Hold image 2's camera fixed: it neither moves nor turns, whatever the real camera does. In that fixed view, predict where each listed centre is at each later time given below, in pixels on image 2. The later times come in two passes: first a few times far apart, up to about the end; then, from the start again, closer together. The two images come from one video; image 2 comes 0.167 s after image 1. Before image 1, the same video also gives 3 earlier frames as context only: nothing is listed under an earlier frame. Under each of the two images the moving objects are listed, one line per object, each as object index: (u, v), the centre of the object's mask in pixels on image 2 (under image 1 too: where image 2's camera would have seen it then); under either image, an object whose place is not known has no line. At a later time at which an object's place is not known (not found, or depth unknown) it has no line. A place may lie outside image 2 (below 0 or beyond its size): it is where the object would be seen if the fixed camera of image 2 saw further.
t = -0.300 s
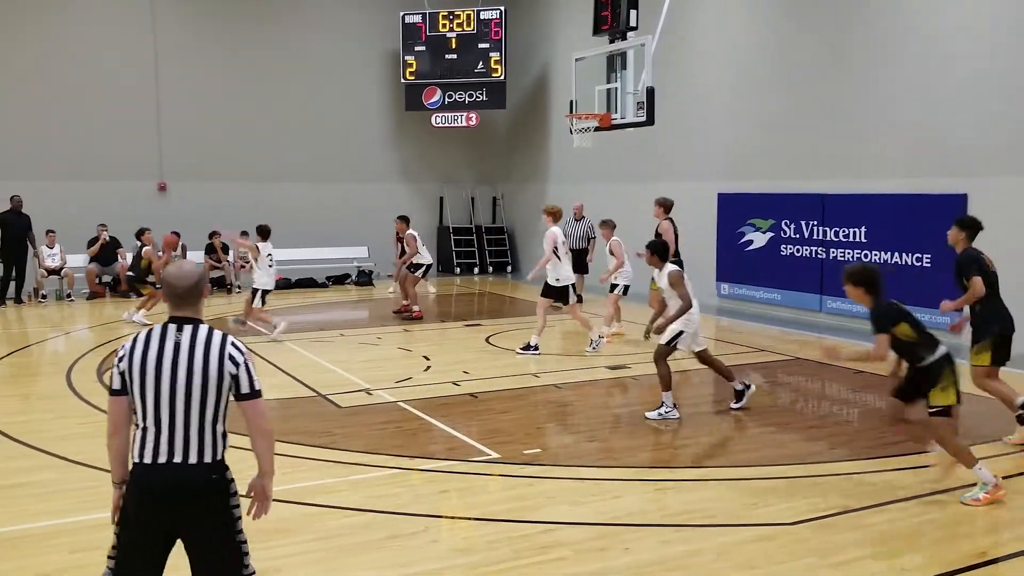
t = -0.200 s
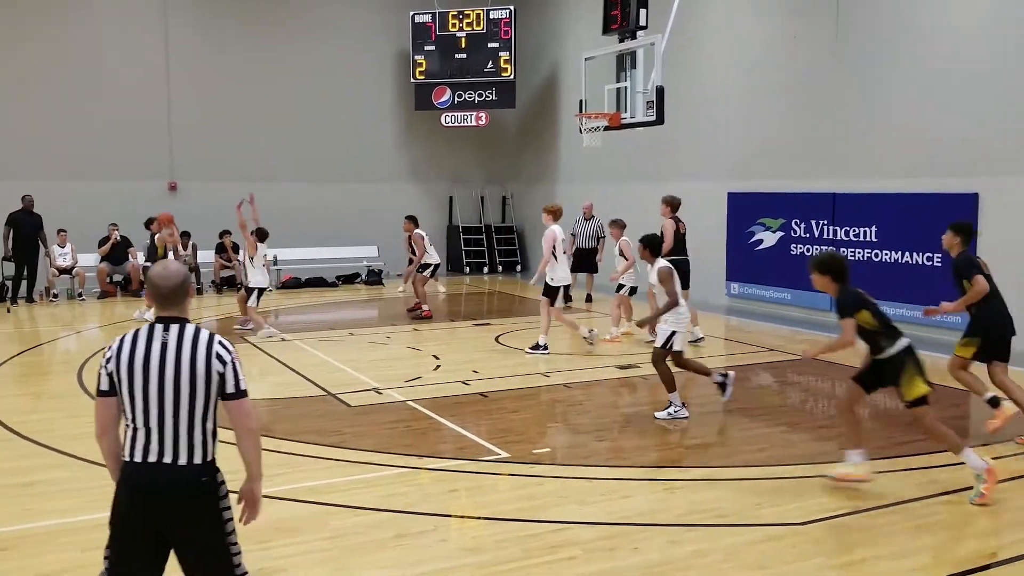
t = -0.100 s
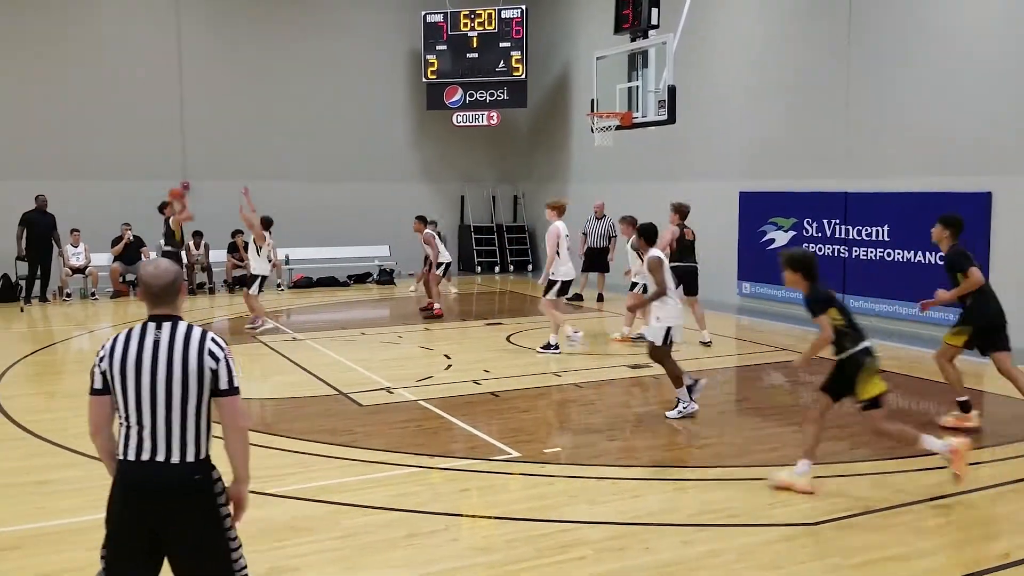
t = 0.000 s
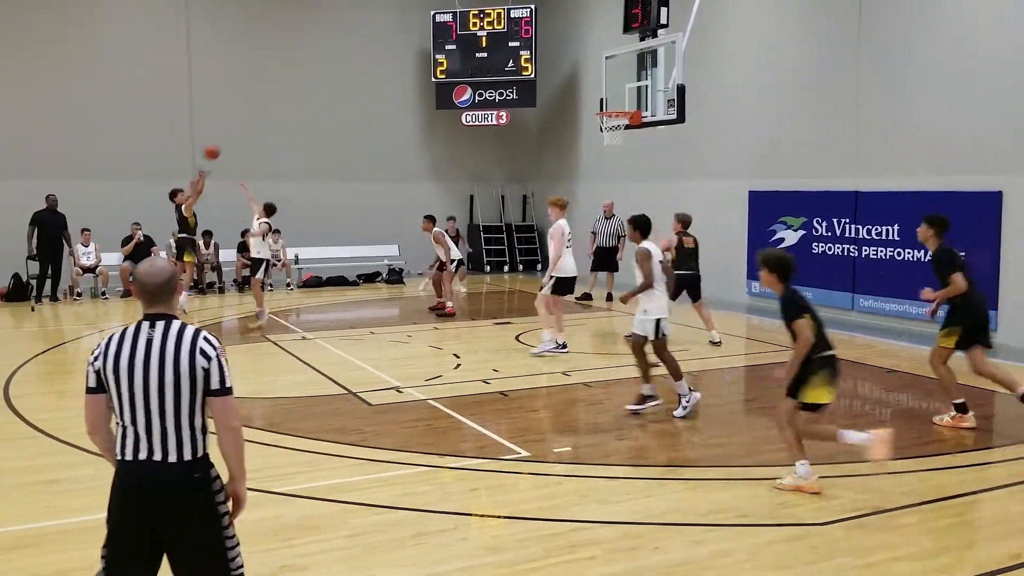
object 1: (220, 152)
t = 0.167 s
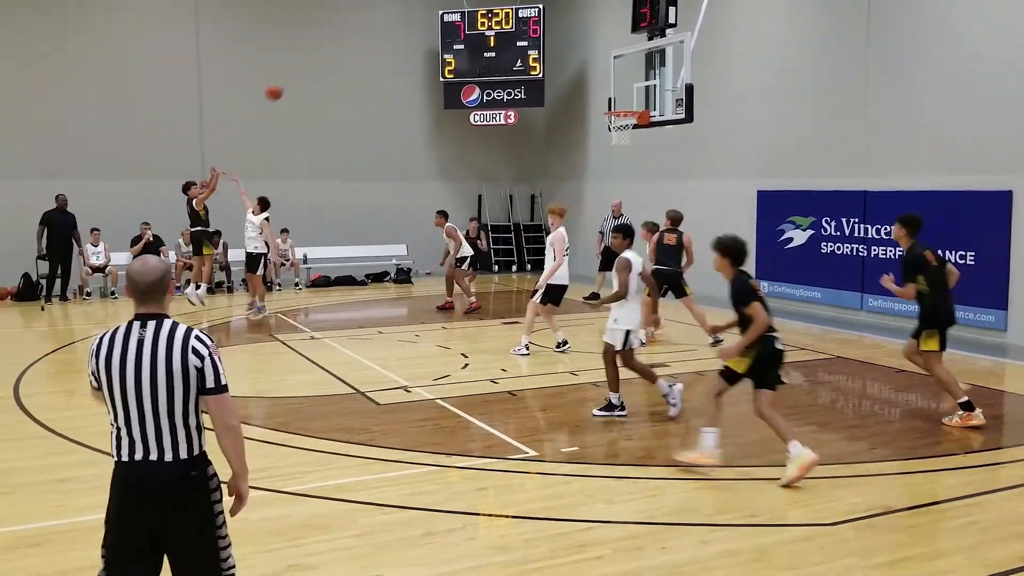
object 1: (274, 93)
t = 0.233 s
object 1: (296, 73)
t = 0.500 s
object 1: (389, 25)
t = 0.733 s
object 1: (472, 20)
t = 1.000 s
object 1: (569, 64)
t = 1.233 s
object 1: (628, 121)
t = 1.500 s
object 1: (613, 127)
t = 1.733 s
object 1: (626, 161)
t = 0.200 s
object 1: (285, 83)
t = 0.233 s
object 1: (296, 73)
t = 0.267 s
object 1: (307, 65)
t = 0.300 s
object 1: (318, 56)
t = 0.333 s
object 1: (330, 49)
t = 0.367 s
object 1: (342, 43)
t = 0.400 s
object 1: (353, 37)
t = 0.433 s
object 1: (365, 32)
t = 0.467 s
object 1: (377, 28)
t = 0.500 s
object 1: (389, 25)
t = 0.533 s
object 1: (400, 22)
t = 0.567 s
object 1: (412, 20)
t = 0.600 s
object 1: (424, 18)
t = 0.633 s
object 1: (434, 17)
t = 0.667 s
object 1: (448, 18)
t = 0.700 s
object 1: (460, 17)
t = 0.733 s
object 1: (472, 20)
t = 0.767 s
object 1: (486, 22)
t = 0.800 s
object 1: (496, 25)
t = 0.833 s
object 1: (510, 31)
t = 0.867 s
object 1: (520, 35)
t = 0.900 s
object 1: (533, 42)
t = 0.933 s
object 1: (545, 48)
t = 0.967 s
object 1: (558, 56)
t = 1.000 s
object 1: (569, 64)
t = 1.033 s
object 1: (583, 75)
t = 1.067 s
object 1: (595, 84)
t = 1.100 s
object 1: (607, 94)
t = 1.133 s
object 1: (620, 104)
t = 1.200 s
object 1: (631, 121)
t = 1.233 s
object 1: (628, 121)
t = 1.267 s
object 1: (619, 125)
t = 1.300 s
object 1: (615, 123)
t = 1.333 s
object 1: (611, 122)
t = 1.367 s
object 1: (607, 122)
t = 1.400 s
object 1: (610, 122)
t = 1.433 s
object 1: (611, 124)
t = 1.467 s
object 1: (612, 125)
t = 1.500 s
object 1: (613, 127)
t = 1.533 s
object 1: (615, 129)
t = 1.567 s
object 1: (617, 133)
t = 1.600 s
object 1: (618, 137)
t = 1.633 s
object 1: (620, 143)
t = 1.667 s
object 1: (622, 149)
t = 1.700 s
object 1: (624, 154)
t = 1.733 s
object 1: (626, 161)
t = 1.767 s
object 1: (628, 169)
